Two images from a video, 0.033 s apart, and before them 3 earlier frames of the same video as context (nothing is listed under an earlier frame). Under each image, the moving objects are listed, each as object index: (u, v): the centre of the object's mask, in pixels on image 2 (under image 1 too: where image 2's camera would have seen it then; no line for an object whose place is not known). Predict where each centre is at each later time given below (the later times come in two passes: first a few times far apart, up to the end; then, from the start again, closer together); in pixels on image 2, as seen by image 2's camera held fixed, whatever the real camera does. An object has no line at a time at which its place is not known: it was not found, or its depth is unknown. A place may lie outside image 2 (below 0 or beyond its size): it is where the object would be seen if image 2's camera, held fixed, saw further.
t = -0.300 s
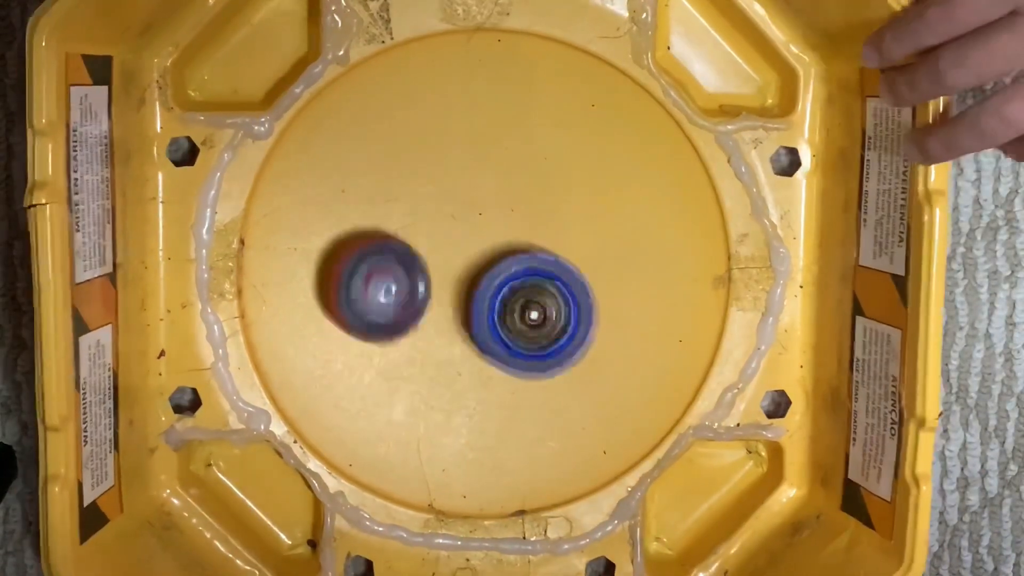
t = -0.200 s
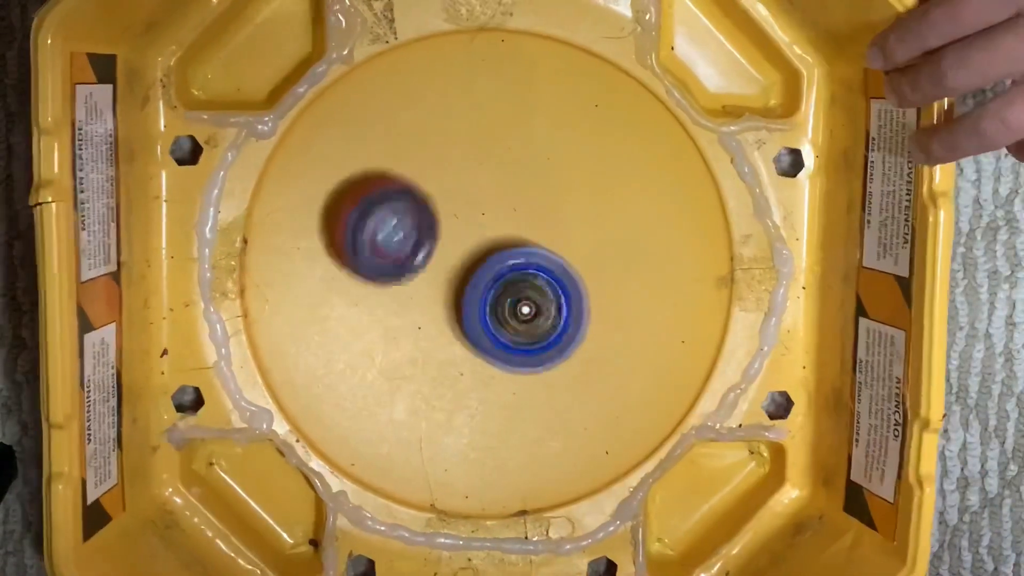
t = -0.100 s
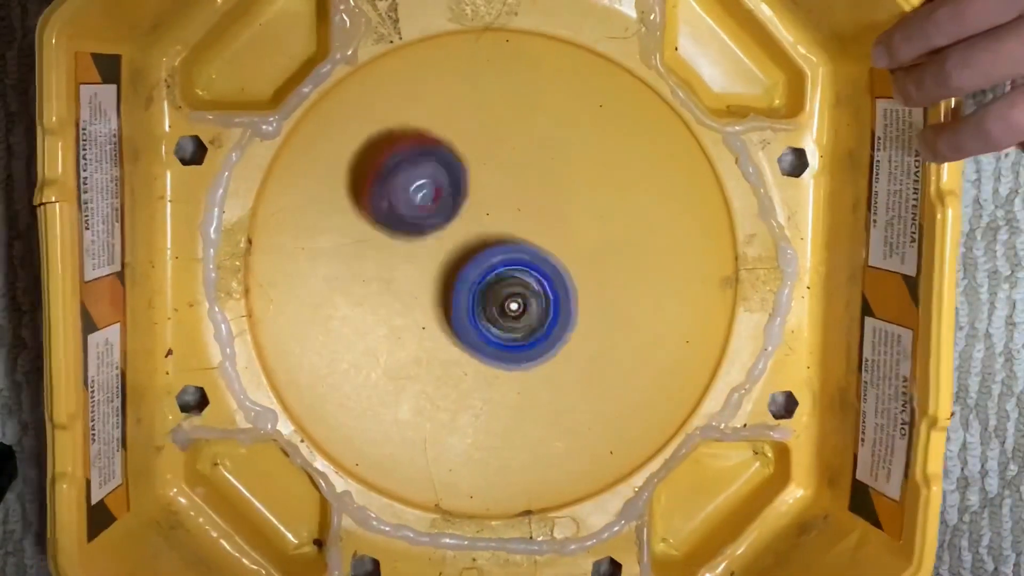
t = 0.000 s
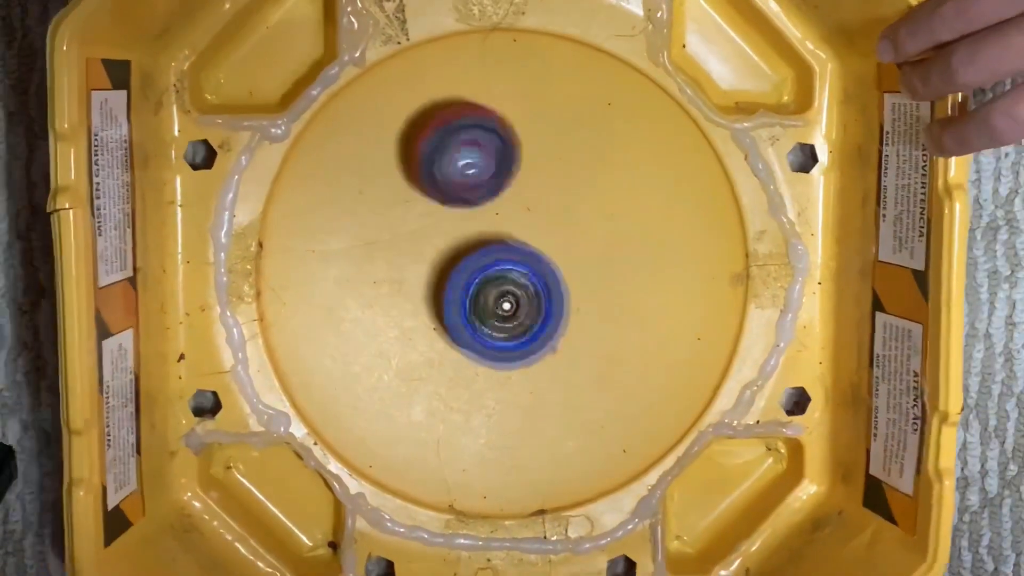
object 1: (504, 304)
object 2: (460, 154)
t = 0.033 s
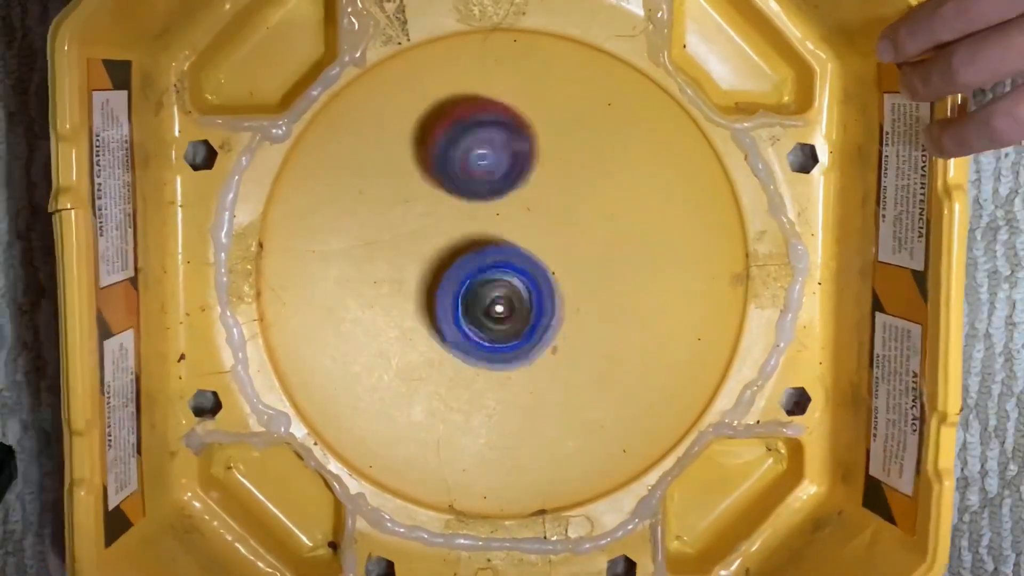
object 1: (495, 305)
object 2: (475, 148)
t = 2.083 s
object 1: (475, 264)
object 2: (513, 388)
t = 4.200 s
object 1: (479, 265)
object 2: (612, 295)
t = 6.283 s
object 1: (492, 286)
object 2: (601, 282)
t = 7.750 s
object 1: (504, 289)
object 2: (384, 327)
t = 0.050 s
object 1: (493, 306)
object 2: (485, 147)
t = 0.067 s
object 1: (488, 305)
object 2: (492, 146)
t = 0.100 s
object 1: (480, 301)
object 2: (511, 146)
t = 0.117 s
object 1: (477, 298)
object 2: (520, 149)
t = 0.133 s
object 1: (473, 295)
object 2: (527, 150)
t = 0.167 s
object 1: (468, 289)
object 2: (546, 156)
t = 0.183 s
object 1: (466, 289)
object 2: (552, 161)
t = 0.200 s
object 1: (463, 286)
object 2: (560, 164)
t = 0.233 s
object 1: (460, 285)
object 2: (576, 176)
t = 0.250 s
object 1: (458, 284)
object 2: (582, 182)
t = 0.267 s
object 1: (456, 284)
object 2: (588, 187)
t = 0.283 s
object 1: (454, 284)
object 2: (594, 195)
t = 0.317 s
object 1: (452, 283)
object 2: (603, 210)
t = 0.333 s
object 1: (450, 285)
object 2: (608, 218)
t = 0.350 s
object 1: (448, 284)
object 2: (612, 229)
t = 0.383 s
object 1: (448, 284)
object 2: (616, 244)
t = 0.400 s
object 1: (447, 285)
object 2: (619, 254)
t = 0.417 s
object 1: (448, 284)
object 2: (618, 265)
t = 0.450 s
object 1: (449, 285)
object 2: (619, 281)
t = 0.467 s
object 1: (449, 284)
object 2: (618, 292)
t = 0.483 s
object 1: (452, 284)
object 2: (616, 301)
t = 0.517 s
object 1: (453, 283)
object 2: (612, 318)
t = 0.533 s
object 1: (455, 282)
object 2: (607, 327)
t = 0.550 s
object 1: (458, 283)
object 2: (603, 335)
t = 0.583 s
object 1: (460, 280)
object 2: (595, 350)
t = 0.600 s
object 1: (463, 279)
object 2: (588, 357)
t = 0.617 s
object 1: (465, 277)
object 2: (582, 362)
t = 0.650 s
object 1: (469, 272)
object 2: (570, 375)
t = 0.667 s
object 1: (471, 269)
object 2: (561, 379)
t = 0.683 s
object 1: (473, 267)
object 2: (555, 382)
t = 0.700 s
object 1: (477, 265)
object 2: (549, 388)
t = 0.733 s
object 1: (482, 262)
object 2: (531, 393)
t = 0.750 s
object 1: (485, 260)
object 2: (524, 394)
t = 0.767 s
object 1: (489, 258)
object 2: (515, 397)
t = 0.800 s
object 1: (494, 254)
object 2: (497, 396)
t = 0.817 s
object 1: (498, 252)
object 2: (490, 396)
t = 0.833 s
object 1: (500, 251)
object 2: (481, 396)
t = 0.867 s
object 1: (505, 247)
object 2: (464, 389)
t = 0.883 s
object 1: (507, 246)
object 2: (457, 386)
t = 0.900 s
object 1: (509, 245)
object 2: (449, 383)
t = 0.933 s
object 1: (514, 242)
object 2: (436, 371)
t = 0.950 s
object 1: (515, 241)
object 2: (430, 367)
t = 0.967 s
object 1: (517, 239)
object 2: (422, 360)
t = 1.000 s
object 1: (522, 237)
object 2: (414, 346)
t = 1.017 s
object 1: (523, 235)
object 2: (409, 339)
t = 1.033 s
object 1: (525, 234)
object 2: (404, 331)
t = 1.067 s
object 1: (526, 233)
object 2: (400, 314)
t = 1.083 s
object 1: (529, 232)
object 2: (396, 306)
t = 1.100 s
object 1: (530, 232)
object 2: (395, 295)
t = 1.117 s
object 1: (530, 232)
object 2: (395, 286)
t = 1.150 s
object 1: (533, 231)
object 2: (395, 270)
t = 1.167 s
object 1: (533, 232)
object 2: (395, 260)
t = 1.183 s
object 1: (533, 232)
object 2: (399, 251)
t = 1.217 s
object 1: (535, 235)
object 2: (402, 235)
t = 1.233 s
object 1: (536, 237)
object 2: (407, 225)
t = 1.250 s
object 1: (535, 236)
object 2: (412, 218)
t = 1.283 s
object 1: (535, 241)
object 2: (420, 203)
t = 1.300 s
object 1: (536, 242)
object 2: (427, 195)
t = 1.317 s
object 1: (537, 245)
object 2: (433, 191)
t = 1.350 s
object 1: (537, 255)
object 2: (446, 179)
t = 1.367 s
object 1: (536, 257)
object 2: (456, 173)
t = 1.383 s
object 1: (535, 264)
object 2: (467, 170)
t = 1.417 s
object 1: (532, 272)
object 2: (486, 164)
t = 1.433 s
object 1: (532, 274)
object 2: (499, 162)
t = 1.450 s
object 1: (532, 279)
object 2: (510, 163)
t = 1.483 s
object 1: (530, 285)
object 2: (532, 165)
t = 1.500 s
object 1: (530, 287)
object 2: (544, 168)
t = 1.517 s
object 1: (529, 288)
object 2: (553, 171)
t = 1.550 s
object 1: (526, 293)
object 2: (572, 178)
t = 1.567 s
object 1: (525, 295)
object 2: (582, 184)
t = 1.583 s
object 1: (524, 298)
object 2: (592, 191)
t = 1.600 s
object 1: (522, 299)
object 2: (598, 198)
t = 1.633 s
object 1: (518, 303)
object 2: (613, 211)
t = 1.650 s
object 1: (515, 304)
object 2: (619, 220)
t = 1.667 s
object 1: (513, 305)
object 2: (624, 230)
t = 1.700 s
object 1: (508, 307)
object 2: (633, 246)
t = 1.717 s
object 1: (506, 307)
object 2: (636, 256)
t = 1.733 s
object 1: (503, 307)
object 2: (637, 266)
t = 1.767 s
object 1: (499, 308)
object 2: (639, 283)
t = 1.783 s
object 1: (494, 306)
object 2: (639, 294)
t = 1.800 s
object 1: (492, 305)
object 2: (636, 304)
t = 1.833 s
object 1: (486, 303)
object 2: (631, 320)
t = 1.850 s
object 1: (483, 301)
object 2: (628, 330)
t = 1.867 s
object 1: (482, 300)
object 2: (623, 339)
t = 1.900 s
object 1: (477, 294)
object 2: (611, 351)
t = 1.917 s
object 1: (476, 291)
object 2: (605, 359)
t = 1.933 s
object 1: (475, 290)
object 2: (597, 366)
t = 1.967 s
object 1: (472, 283)
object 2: (580, 375)
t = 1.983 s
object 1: (473, 280)
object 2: (574, 378)
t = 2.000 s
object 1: (472, 278)
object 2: (564, 383)
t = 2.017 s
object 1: (471, 275)
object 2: (553, 385)
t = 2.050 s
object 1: (474, 270)
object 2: (535, 387)
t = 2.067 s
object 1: (474, 267)
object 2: (525, 388)
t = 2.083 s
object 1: (475, 264)
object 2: (513, 388)
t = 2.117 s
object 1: (479, 261)
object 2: (494, 383)
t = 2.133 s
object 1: (481, 259)
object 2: (485, 381)
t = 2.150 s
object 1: (483, 256)
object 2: (474, 377)
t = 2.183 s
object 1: (488, 254)
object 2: (457, 367)
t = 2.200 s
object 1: (490, 253)
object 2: (449, 361)
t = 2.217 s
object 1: (493, 252)
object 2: (440, 355)
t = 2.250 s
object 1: (499, 251)
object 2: (425, 338)
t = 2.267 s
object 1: (501, 251)
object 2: (420, 330)
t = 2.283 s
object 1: (505, 251)
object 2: (414, 322)
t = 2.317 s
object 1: (510, 253)
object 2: (404, 302)
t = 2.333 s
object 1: (512, 253)
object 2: (402, 292)
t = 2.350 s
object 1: (515, 256)
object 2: (399, 283)
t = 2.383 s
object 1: (519, 259)
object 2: (395, 261)
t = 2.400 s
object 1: (521, 259)
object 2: (396, 251)
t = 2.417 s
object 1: (523, 263)
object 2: (397, 242)
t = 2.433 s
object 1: (525, 266)
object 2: (397, 232)
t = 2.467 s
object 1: (527, 269)
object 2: (402, 211)
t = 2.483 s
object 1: (529, 272)
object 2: (407, 204)
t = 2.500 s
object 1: (530, 274)
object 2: (410, 196)
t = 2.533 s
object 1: (530, 279)
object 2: (421, 179)
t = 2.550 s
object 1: (530, 283)
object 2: (429, 173)
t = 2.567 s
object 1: (530, 284)
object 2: (436, 169)
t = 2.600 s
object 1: (528, 289)
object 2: (450, 157)
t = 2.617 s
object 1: (528, 291)
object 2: (460, 153)
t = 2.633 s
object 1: (526, 293)
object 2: (468, 151)
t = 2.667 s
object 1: (523, 297)
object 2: (485, 147)
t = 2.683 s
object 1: (522, 299)
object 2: (496, 146)
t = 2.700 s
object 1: (519, 301)
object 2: (505, 147)
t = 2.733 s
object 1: (516, 302)
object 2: (522, 151)
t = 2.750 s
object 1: (514, 304)
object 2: (532, 153)
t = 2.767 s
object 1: (511, 304)
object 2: (541, 157)
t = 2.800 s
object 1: (507, 305)
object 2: (556, 168)
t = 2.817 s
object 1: (504, 306)
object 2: (564, 173)
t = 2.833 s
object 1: (501, 305)
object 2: (573, 180)
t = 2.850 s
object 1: (499, 305)
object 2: (578, 188)
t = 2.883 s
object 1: (495, 305)
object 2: (588, 204)
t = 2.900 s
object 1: (490, 302)
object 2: (594, 212)
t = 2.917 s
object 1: (489, 300)
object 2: (598, 223)
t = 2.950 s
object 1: (483, 298)
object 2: (601, 242)
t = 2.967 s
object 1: (481, 294)
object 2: (603, 250)
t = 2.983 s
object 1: (480, 291)
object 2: (604, 262)
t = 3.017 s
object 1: (476, 287)
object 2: (601, 282)
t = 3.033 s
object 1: (475, 283)
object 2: (599, 291)
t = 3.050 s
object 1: (476, 280)
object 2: (598, 301)
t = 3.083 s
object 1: (475, 275)
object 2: (590, 321)
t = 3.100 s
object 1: (476, 272)
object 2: (584, 329)
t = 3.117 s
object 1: (477, 270)
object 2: (580, 337)
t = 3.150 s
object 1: (478, 265)
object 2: (566, 353)
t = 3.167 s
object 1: (479, 263)
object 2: (559, 359)
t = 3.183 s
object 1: (482, 261)
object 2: (551, 364)
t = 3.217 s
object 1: (485, 255)
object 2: (535, 375)
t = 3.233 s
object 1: (487, 255)
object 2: (525, 379)
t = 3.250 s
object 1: (490, 255)
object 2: (517, 381)
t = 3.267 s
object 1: (493, 254)
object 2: (509, 382)
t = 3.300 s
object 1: (497, 252)
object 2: (490, 386)
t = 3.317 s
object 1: (500, 253)
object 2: (480, 384)
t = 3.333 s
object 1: (503, 253)
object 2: (472, 382)
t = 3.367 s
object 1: (507, 252)
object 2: (455, 379)
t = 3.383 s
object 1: (510, 254)
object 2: (446, 375)
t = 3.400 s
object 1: (512, 255)
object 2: (438, 370)
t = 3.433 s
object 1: (517, 257)
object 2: (426, 360)
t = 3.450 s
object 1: (519, 259)
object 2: (419, 354)
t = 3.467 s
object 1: (520, 261)
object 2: (412, 345)
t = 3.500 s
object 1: (524, 264)
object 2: (405, 330)
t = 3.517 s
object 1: (526, 267)
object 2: (401, 323)
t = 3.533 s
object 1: (526, 270)
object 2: (398, 314)
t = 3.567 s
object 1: (528, 274)
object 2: (396, 294)
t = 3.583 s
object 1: (529, 276)
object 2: (396, 287)
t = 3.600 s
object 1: (528, 278)
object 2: (395, 278)
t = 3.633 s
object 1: (528, 284)
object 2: (399, 257)
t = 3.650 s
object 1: (527, 285)
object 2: (403, 249)
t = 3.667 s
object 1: (526, 287)
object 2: (407, 241)
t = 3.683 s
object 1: (525, 289)
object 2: (410, 233)
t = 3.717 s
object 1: (523, 294)
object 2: (422, 216)
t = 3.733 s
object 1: (521, 295)
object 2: (429, 210)
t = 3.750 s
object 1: (520, 296)
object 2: (435, 205)
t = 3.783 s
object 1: (516, 300)
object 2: (451, 193)
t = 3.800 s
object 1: (514, 300)
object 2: (461, 189)
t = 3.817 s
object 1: (512, 301)
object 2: (470, 186)
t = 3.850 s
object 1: (507, 303)
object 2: (487, 181)
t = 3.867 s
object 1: (505, 303)
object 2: (498, 179)
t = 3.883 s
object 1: (503, 303)
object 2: (508, 180)
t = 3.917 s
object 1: (499, 304)
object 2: (526, 183)
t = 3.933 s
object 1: (494, 302)
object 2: (536, 184)
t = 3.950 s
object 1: (492, 301)
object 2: (546, 187)
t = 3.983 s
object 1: (489, 300)
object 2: (563, 196)
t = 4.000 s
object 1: (484, 296)
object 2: (569, 201)
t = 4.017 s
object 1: (483, 294)
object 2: (577, 206)
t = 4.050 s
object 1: (479, 289)
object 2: (592, 220)
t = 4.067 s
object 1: (478, 286)
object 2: (596, 227)
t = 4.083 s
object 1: (477, 283)
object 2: (600, 234)
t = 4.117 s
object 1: (476, 278)
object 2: (608, 252)
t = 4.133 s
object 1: (476, 275)
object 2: (611, 260)
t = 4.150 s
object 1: (478, 272)
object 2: (611, 269)
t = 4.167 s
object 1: (478, 270)
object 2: (612, 276)
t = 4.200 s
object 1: (479, 265)
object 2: (612, 295)
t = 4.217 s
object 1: (481, 262)
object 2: (609, 304)
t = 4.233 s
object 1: (482, 261)
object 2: (606, 311)
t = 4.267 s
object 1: (485, 257)
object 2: (600, 326)
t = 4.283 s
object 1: (488, 255)
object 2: (595, 335)
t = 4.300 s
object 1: (489, 254)
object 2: (589, 341)
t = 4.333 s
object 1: (493, 252)
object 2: (577, 351)
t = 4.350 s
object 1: (497, 252)
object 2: (570, 357)
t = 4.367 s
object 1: (498, 253)
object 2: (562, 362)
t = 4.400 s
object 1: (503, 252)
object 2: (545, 366)
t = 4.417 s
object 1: (507, 252)
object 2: (538, 368)
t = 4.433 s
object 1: (509, 253)
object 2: (530, 371)
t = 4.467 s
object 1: (513, 254)
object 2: (510, 370)
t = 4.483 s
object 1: (515, 255)
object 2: (501, 368)
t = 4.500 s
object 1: (518, 257)
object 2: (494, 366)
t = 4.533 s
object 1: (522, 260)
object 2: (475, 361)
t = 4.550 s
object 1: (527, 260)
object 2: (466, 357)
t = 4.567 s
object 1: (531, 261)
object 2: (459, 353)
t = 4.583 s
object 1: (534, 265)
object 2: (452, 349)
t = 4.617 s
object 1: (537, 270)
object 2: (436, 335)
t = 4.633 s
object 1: (537, 272)
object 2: (430, 326)
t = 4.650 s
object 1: (537, 274)
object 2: (427, 317)
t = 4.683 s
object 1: (538, 277)
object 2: (421, 303)
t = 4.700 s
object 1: (538, 278)
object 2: (418, 294)
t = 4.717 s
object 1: (539, 279)
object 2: (416, 284)
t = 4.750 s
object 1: (540, 285)
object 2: (415, 265)
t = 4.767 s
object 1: (539, 287)
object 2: (416, 256)
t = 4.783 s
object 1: (538, 289)
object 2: (417, 246)
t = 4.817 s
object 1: (535, 293)
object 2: (425, 228)
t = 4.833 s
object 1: (532, 294)
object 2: (429, 221)
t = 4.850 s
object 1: (532, 295)
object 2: (433, 215)
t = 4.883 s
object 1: (528, 297)
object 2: (444, 200)
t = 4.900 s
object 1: (526, 298)
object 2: (451, 194)
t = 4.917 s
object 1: (525, 299)
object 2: (460, 189)
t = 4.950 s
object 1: (521, 300)
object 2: (474, 182)
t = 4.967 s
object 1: (518, 300)
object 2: (482, 179)
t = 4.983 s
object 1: (516, 300)
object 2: (492, 177)
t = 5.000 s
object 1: (515, 299)
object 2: (501, 177)
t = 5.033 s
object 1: (510, 300)
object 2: (517, 178)
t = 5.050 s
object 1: (508, 299)
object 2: (526, 179)
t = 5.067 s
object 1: (507, 298)
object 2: (536, 181)
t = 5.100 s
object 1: (503, 298)
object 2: (552, 191)
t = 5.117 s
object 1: (500, 296)
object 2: (558, 196)
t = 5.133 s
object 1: (498, 295)
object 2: (564, 200)
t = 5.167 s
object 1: (491, 291)
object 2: (577, 214)
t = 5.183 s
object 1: (490, 290)
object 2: (581, 222)
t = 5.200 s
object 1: (489, 288)
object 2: (585, 229)
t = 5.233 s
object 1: (484, 277)
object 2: (591, 244)
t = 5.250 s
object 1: (486, 275)
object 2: (592, 253)
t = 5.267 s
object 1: (486, 271)
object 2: (594, 263)
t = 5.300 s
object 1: (486, 261)
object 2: (593, 280)
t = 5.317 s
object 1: (487, 259)
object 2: (592, 288)
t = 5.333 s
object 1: (490, 257)
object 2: (590, 298)
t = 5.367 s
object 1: (490, 252)
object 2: (580, 314)
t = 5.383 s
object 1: (492, 251)
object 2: (575, 321)
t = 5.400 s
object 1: (493, 248)
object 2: (568, 325)
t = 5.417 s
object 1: (495, 245)
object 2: (564, 332)
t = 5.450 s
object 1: (498, 244)
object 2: (547, 343)
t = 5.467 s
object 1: (501, 242)
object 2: (539, 347)
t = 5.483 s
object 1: (502, 242)
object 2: (530, 349)
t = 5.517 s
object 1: (507, 241)
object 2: (515, 353)
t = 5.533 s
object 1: (508, 241)
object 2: (504, 354)
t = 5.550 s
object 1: (509, 240)
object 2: (495, 353)
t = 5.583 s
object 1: (515, 241)
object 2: (479, 348)
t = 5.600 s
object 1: (516, 242)
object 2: (472, 346)
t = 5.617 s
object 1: (519, 243)
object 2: (464, 344)
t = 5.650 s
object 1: (523, 246)
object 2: (449, 333)
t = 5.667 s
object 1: (524, 247)
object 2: (443, 328)
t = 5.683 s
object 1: (526, 249)
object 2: (438, 322)
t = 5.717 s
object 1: (529, 254)
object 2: (428, 310)
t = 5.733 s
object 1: (528, 255)
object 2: (424, 302)
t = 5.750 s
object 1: (530, 257)
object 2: (422, 293)
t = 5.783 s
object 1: (531, 262)
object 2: (420, 278)
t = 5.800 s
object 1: (531, 263)
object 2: (418, 270)
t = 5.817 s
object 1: (531, 265)
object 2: (418, 261)
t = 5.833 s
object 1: (531, 269)
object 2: (420, 253)
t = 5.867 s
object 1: (530, 274)
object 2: (426, 237)
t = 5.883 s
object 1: (529, 282)
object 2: (431, 228)
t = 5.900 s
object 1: (527, 287)
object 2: (436, 220)
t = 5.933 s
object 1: (519, 292)
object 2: (450, 204)
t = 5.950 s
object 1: (519, 293)
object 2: (459, 199)
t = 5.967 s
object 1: (516, 294)
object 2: (467, 193)
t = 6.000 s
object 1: (512, 297)
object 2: (482, 186)
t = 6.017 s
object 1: (511, 296)
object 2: (492, 184)
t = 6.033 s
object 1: (509, 296)
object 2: (501, 183)
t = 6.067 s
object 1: (509, 294)
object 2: (520, 185)
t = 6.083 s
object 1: (508, 297)
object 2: (530, 187)
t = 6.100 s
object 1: (506, 296)
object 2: (537, 190)
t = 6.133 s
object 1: (505, 298)
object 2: (554, 199)
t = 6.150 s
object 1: (503, 298)
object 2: (563, 206)
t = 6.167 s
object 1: (504, 299)
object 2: (568, 213)
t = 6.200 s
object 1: (499, 298)
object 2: (579, 230)
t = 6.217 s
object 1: (496, 297)
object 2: (585, 239)
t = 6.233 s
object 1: (493, 292)
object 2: (591, 248)
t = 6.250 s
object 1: (494, 290)
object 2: (595, 259)
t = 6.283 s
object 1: (492, 286)
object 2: (601, 282)
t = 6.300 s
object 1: (493, 283)
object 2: (602, 292)
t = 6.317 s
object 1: (493, 283)
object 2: (603, 304)
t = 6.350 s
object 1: (491, 279)
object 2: (604, 327)
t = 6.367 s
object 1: (492, 278)
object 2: (605, 338)
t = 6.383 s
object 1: (490, 275)
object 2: (605, 350)
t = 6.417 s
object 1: (488, 268)
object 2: (604, 373)
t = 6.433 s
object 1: (489, 267)
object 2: (603, 384)
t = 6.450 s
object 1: (492, 266)
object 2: (601, 394)
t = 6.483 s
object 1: (495, 265)
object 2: (597, 414)
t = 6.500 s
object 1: (496, 264)
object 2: (594, 423)
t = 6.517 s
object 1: (498, 266)
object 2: (592, 432)
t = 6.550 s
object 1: (500, 265)
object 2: (586, 446)
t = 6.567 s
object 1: (504, 264)
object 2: (583, 453)
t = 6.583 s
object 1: (506, 264)
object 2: (579, 459)
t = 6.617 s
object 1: (511, 267)
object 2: (572, 469)
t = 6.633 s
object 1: (511, 269)
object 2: (567, 470)
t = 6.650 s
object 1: (513, 271)
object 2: (562, 472)
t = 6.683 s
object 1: (513, 274)
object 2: (553, 472)
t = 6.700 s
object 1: (515, 277)
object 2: (548, 473)
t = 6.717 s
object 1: (514, 277)
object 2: (544, 472)
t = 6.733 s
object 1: (515, 279)
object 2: (540, 472)
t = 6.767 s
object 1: (515, 282)
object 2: (534, 470)
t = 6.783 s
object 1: (514, 284)
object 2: (530, 469)
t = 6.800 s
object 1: (514, 286)
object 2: (527, 467)
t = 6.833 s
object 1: (512, 288)
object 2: (518, 463)
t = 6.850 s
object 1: (511, 288)
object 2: (514, 461)
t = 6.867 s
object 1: (510, 288)
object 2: (509, 458)
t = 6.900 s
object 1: (508, 289)
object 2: (498, 451)
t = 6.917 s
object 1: (508, 291)
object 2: (492, 448)
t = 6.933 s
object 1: (506, 291)
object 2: (486, 443)
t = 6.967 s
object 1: (503, 292)
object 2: (473, 435)
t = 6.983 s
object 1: (502, 292)
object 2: (467, 431)
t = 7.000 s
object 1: (501, 290)
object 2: (460, 427)
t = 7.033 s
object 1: (500, 290)
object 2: (447, 418)
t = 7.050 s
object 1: (498, 287)
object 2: (439, 414)
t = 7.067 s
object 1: (497, 287)
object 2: (433, 410)
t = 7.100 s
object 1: (496, 284)
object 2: (421, 401)
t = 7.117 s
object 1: (495, 283)
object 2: (414, 397)
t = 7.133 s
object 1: (496, 282)
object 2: (409, 392)
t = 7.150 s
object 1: (497, 280)
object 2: (404, 387)
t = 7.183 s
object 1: (500, 279)
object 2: (395, 375)
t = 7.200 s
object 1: (500, 278)
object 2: (391, 369)
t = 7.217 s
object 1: (501, 278)
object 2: (388, 363)
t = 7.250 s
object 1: (503, 277)
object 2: (381, 351)
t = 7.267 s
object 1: (499, 271)
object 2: (378, 346)
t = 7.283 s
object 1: (505, 276)
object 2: (375, 341)
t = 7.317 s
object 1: (507, 276)
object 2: (369, 331)
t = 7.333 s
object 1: (509, 275)
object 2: (367, 326)
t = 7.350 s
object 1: (506, 274)
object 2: (365, 321)
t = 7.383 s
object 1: (505, 274)
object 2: (362, 313)
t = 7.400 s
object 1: (507, 275)
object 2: (360, 310)
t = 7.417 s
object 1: (509, 276)
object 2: (358, 307)
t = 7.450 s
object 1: (510, 279)
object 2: (355, 303)
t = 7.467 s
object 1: (510, 279)
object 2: (355, 302)
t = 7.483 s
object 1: (511, 281)
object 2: (355, 301)
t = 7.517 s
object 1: (510, 281)
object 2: (354, 300)
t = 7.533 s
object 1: (510, 282)
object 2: (355, 300)
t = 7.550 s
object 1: (510, 282)
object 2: (356, 301)
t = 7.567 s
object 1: (509, 283)
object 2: (357, 302)
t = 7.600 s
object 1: (509, 284)
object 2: (361, 304)
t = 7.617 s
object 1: (509, 285)
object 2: (363, 306)
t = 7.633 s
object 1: (508, 285)
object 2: (365, 308)
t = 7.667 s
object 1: (507, 286)
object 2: (370, 313)
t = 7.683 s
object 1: (508, 287)
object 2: (373, 316)
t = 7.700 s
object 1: (506, 288)
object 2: (376, 318)
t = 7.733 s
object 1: (507, 290)
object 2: (382, 324)
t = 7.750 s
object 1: (504, 289)
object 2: (384, 327)
